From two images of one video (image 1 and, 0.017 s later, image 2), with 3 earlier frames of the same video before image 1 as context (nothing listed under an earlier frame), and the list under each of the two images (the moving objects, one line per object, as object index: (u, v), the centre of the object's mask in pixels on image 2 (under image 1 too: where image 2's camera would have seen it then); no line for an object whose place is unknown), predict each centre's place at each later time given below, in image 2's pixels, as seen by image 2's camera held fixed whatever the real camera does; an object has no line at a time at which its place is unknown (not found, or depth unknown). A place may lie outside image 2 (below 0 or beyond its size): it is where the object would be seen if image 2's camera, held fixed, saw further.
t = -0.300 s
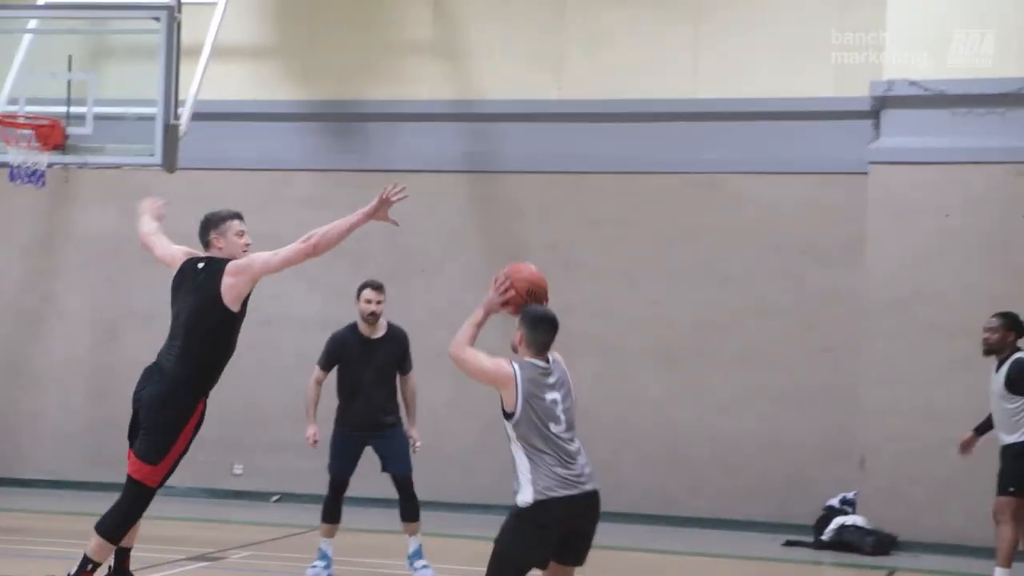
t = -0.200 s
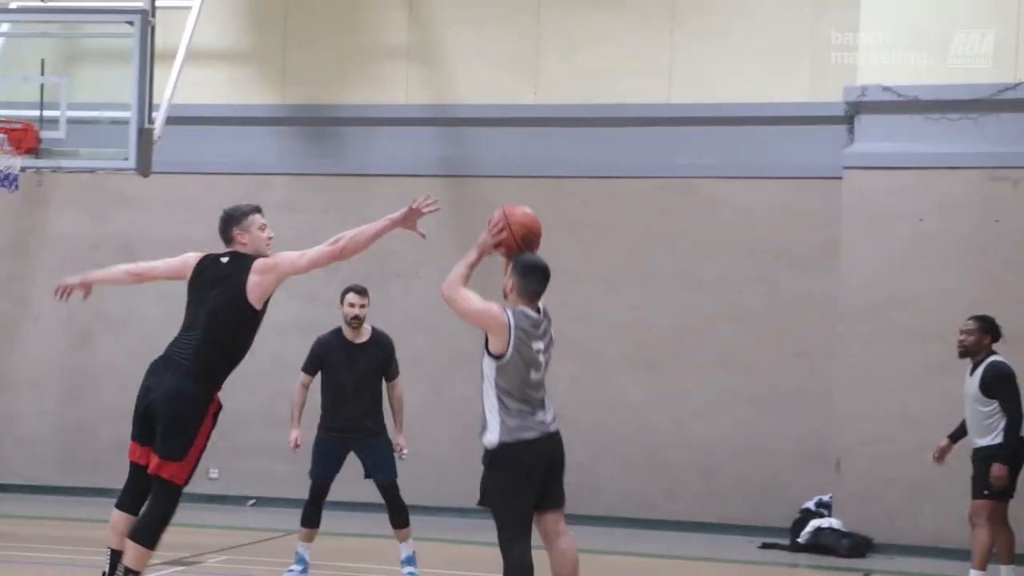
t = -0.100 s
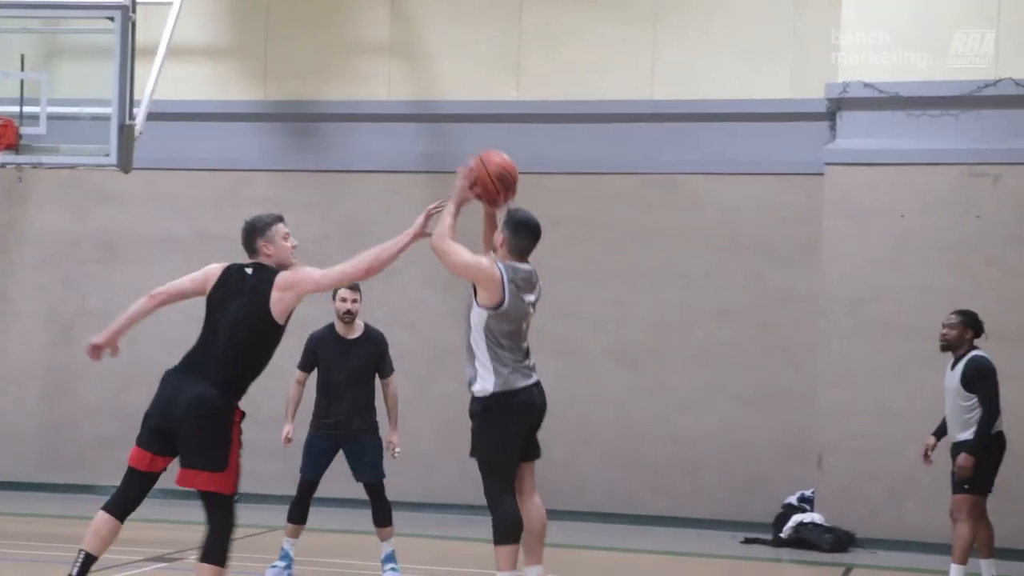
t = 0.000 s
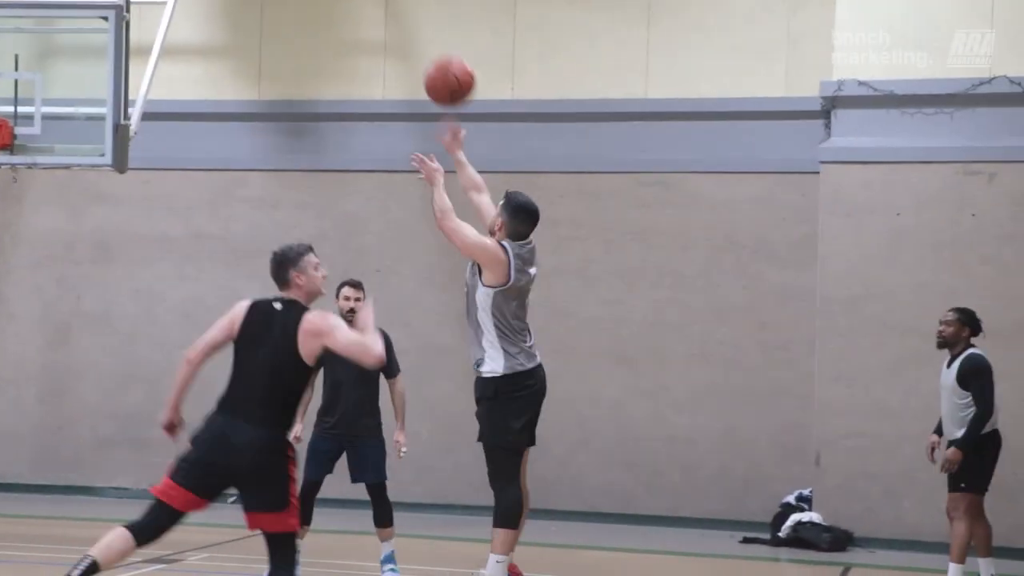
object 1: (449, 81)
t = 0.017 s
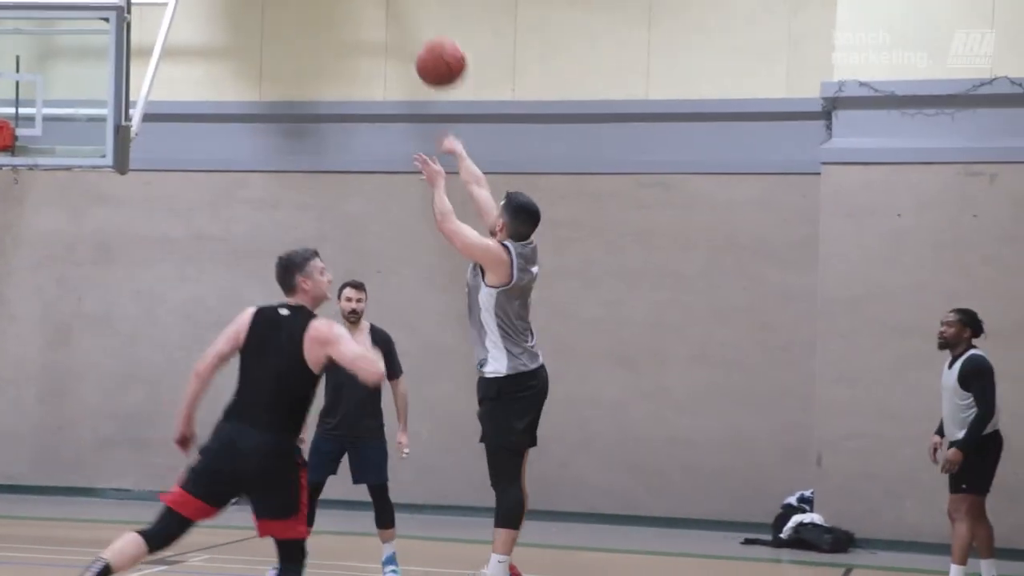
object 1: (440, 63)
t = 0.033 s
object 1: (431, 44)
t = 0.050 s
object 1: (422, 26)
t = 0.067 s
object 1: (413, 13)
